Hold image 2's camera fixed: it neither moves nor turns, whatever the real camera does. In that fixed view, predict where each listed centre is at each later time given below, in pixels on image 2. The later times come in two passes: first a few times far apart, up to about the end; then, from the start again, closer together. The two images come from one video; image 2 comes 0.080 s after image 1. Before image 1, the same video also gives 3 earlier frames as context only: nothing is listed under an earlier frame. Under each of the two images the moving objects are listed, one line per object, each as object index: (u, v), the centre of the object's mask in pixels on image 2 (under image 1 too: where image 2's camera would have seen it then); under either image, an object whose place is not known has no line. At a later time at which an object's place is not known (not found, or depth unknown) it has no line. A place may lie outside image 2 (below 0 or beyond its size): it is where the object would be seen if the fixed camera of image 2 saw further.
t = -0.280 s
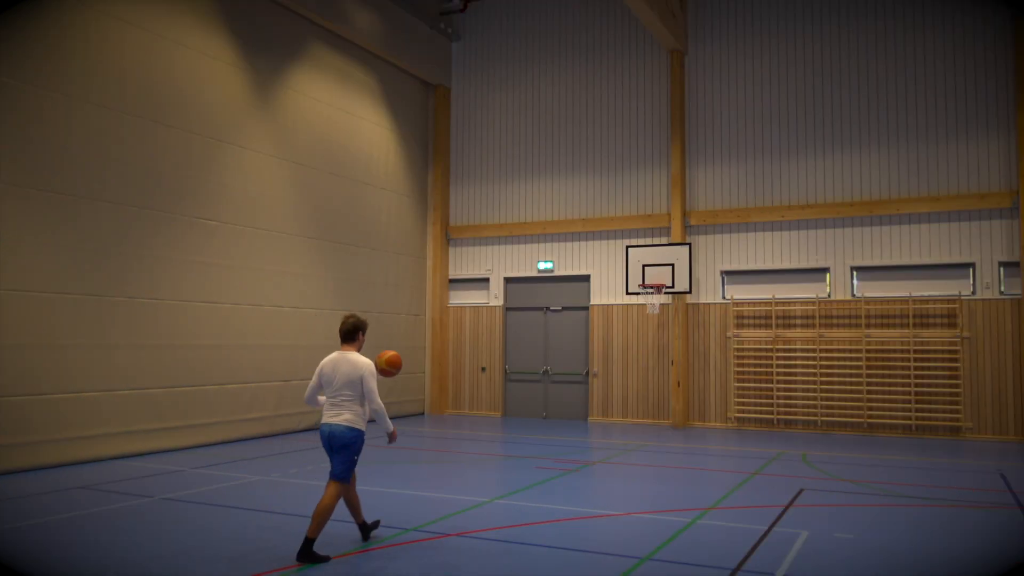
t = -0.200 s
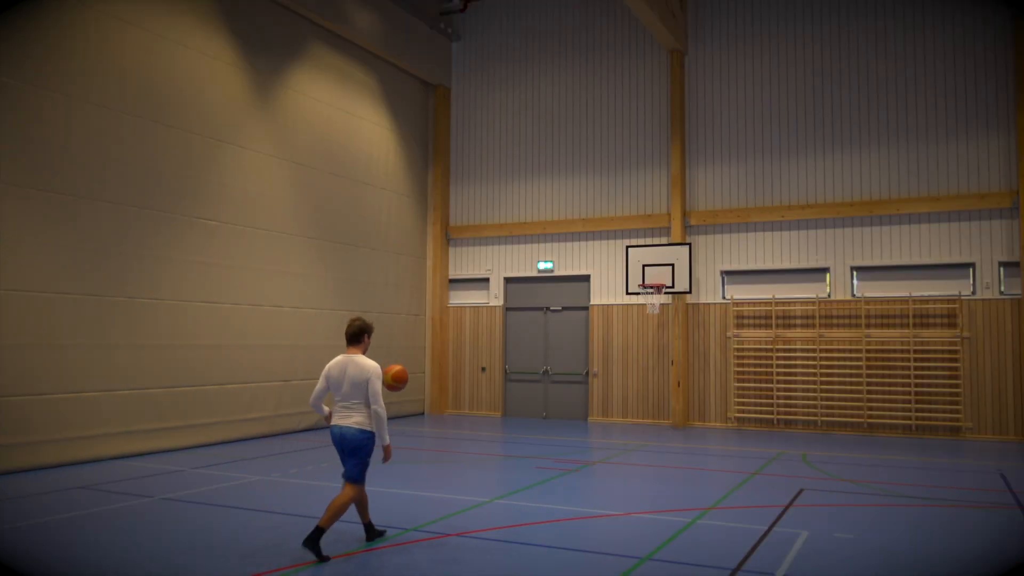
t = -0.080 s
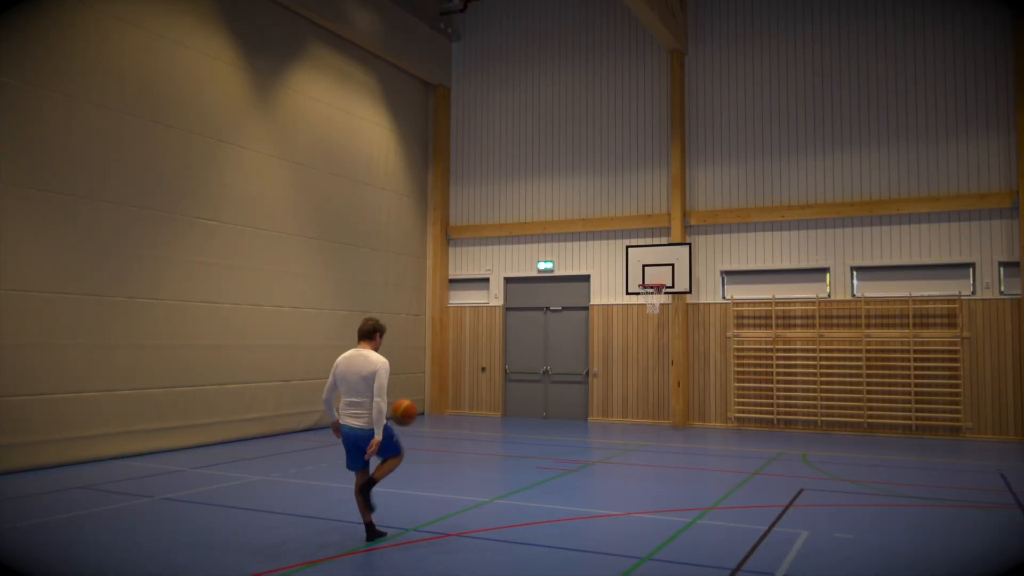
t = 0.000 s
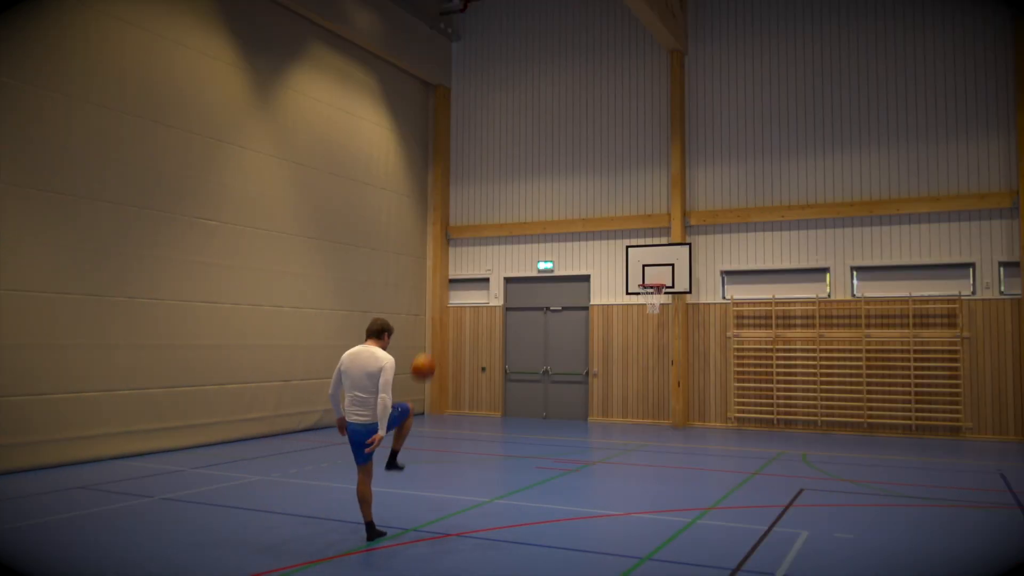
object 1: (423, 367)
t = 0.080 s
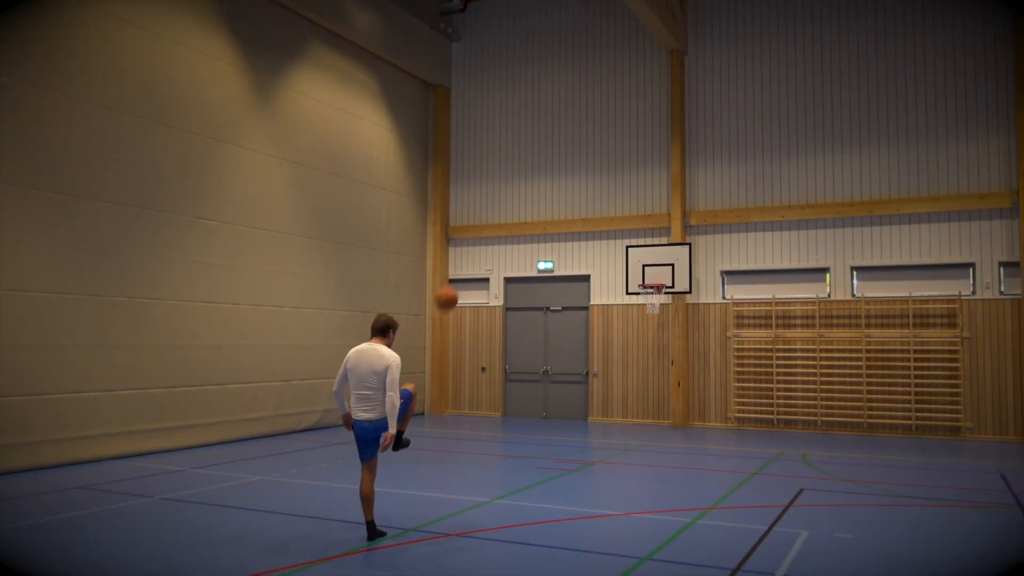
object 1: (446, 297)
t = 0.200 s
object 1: (477, 220)
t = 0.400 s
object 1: (518, 139)
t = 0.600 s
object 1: (551, 105)
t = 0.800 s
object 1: (578, 105)
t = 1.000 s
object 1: (602, 130)
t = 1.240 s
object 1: (627, 187)
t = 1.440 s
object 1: (645, 251)
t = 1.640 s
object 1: (648, 294)
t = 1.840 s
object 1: (664, 300)
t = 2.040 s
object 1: (662, 307)
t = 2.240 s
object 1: (655, 332)
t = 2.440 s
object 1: (648, 379)
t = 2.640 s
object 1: (642, 415)
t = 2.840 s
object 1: (624, 359)
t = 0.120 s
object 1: (458, 268)
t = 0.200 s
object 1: (477, 220)
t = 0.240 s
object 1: (486, 199)
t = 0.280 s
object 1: (494, 181)
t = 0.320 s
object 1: (503, 165)
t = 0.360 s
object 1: (510, 151)
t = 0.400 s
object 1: (518, 139)
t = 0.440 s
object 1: (525, 129)
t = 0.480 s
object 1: (532, 121)
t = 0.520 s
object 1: (538, 114)
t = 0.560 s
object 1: (544, 109)
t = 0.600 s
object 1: (551, 105)
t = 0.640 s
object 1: (557, 103)
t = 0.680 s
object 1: (562, 102)
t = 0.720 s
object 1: (568, 102)
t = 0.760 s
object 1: (573, 103)
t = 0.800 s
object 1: (578, 105)
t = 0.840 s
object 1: (583, 108)
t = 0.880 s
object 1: (588, 112)
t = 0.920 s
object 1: (593, 118)
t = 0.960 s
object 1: (597, 124)
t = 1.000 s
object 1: (602, 130)
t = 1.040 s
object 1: (606, 137)
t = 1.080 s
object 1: (610, 146)
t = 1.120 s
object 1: (615, 155)
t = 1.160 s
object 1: (619, 165)
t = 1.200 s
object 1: (623, 176)
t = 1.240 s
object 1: (627, 187)
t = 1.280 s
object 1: (630, 198)
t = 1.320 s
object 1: (634, 211)
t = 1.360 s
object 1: (638, 224)
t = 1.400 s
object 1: (641, 237)
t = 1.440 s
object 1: (645, 251)
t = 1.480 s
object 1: (648, 265)
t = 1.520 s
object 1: (649, 276)
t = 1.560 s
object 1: (647, 281)
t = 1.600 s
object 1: (644, 289)
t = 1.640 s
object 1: (648, 294)
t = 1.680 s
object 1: (652, 297)
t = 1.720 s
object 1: (656, 298)
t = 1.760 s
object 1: (659, 298)
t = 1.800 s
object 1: (662, 300)
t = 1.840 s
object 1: (664, 300)
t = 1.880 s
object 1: (665, 300)
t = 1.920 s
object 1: (665, 301)
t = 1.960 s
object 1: (664, 303)
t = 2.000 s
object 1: (663, 305)
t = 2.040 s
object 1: (662, 307)
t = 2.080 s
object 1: (661, 311)
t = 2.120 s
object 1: (660, 315)
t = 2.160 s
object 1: (658, 320)
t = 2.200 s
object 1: (657, 326)
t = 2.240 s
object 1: (655, 332)
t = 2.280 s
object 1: (654, 340)
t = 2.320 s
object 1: (652, 348)
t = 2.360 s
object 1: (651, 358)
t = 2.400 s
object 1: (650, 368)
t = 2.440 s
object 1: (648, 379)
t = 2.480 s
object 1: (647, 391)
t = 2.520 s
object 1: (646, 403)
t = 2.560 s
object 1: (644, 416)
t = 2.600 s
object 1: (643, 427)
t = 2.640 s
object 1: (642, 415)
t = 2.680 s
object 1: (641, 406)
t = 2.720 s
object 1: (639, 397)
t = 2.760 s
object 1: (635, 371)
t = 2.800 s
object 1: (628, 356)
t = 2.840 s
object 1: (624, 359)
